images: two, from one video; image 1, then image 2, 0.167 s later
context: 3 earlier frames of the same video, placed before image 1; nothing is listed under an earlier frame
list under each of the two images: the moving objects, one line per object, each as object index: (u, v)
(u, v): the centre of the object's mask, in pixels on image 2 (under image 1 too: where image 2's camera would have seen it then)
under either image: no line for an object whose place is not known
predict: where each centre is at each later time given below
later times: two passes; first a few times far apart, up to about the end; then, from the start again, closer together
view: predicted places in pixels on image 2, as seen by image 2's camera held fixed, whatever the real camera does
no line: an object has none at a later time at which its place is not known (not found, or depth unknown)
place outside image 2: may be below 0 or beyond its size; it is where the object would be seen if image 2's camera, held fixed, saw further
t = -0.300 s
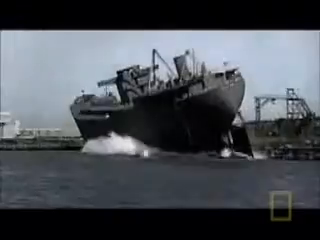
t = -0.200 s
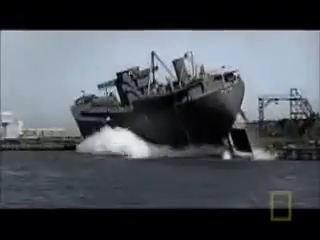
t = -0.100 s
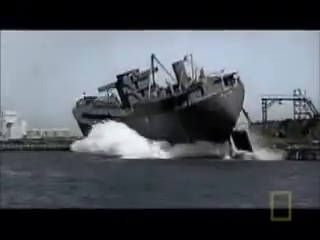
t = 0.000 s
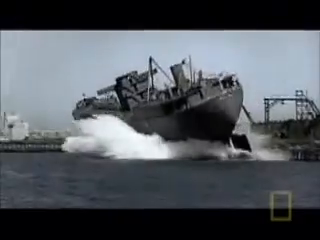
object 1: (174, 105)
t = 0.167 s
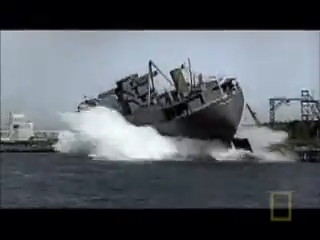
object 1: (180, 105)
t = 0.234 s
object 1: (181, 106)
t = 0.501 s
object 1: (188, 107)
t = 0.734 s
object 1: (190, 111)
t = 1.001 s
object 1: (190, 113)
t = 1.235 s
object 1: (188, 113)
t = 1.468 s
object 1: (186, 114)
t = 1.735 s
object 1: (184, 114)
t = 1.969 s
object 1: (185, 116)
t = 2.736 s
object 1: (181, 113)
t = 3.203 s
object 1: (181, 112)
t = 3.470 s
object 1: (180, 112)
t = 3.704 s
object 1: (179, 114)
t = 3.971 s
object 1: (176, 116)
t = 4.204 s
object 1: (179, 114)
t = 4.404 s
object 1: (178, 114)
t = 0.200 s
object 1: (181, 105)
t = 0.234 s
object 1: (181, 106)
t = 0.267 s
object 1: (182, 106)
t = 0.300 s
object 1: (183, 106)
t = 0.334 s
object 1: (184, 107)
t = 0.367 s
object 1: (184, 107)
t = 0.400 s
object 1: (184, 106)
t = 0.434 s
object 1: (185, 106)
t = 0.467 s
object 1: (187, 107)
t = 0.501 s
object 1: (188, 107)
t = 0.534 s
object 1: (188, 108)
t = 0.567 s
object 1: (188, 108)
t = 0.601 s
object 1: (188, 108)
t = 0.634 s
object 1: (189, 109)
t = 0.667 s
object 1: (189, 110)
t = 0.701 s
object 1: (189, 110)
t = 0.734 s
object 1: (190, 111)
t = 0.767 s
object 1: (190, 111)
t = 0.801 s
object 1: (190, 111)
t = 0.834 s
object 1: (189, 111)
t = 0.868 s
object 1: (189, 111)
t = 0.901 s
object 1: (189, 111)
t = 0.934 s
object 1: (189, 111)
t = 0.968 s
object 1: (191, 112)
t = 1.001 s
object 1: (190, 113)
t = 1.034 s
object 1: (190, 113)
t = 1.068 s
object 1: (191, 113)
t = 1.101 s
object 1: (189, 112)
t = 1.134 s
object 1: (188, 112)
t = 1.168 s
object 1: (188, 112)
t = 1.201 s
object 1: (188, 113)
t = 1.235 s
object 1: (188, 113)
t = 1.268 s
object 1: (188, 114)
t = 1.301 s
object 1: (188, 114)
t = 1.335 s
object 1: (188, 114)
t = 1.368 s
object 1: (187, 114)
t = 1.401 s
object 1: (187, 114)
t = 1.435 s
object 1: (187, 113)
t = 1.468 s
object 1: (186, 114)
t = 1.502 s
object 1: (186, 115)
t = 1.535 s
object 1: (186, 115)
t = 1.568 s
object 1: (186, 115)
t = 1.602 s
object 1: (187, 114)
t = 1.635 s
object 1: (187, 114)
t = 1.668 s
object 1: (186, 114)
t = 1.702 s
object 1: (186, 115)
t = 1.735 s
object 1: (184, 114)
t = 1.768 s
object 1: (187, 115)
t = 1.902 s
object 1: (185, 116)
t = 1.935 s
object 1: (185, 116)
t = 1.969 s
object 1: (185, 116)
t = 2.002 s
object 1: (185, 116)
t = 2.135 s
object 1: (183, 115)
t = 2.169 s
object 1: (182, 115)
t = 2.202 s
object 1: (182, 115)
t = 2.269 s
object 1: (181, 116)
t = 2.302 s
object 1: (181, 116)
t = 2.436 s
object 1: (180, 114)
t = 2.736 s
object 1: (181, 113)
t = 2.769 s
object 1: (182, 113)
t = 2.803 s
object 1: (181, 113)
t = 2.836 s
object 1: (181, 113)
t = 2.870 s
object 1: (181, 113)
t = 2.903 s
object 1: (181, 113)
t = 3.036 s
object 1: (180, 111)
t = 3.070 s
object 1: (180, 112)
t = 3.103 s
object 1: (180, 113)
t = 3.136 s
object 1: (181, 113)
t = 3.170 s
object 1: (181, 113)
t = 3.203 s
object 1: (181, 112)
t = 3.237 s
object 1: (180, 113)
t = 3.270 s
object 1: (180, 113)
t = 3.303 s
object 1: (182, 111)
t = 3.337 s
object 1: (179, 112)
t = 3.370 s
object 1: (181, 111)
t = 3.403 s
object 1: (181, 112)
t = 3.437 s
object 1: (181, 112)
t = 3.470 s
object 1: (180, 112)
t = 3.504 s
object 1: (180, 112)
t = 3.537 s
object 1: (179, 112)
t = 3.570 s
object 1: (179, 112)
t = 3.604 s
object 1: (179, 113)
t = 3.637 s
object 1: (179, 113)
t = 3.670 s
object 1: (178, 114)
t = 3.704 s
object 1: (179, 114)
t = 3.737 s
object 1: (178, 114)
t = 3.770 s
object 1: (179, 113)
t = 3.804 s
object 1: (178, 113)
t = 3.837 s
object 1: (178, 114)
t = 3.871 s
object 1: (179, 113)
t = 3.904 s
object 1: (179, 113)
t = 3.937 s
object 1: (176, 115)
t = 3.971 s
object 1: (176, 116)
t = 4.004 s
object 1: (180, 113)
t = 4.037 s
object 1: (175, 116)
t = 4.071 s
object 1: (179, 114)
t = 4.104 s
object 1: (179, 114)
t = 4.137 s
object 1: (178, 114)
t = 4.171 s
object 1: (179, 114)
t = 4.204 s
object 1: (179, 114)
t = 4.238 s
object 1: (178, 114)
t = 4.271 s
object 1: (178, 114)
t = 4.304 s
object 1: (178, 115)
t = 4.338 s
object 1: (179, 113)
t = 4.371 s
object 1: (169, 116)
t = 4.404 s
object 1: (178, 114)
